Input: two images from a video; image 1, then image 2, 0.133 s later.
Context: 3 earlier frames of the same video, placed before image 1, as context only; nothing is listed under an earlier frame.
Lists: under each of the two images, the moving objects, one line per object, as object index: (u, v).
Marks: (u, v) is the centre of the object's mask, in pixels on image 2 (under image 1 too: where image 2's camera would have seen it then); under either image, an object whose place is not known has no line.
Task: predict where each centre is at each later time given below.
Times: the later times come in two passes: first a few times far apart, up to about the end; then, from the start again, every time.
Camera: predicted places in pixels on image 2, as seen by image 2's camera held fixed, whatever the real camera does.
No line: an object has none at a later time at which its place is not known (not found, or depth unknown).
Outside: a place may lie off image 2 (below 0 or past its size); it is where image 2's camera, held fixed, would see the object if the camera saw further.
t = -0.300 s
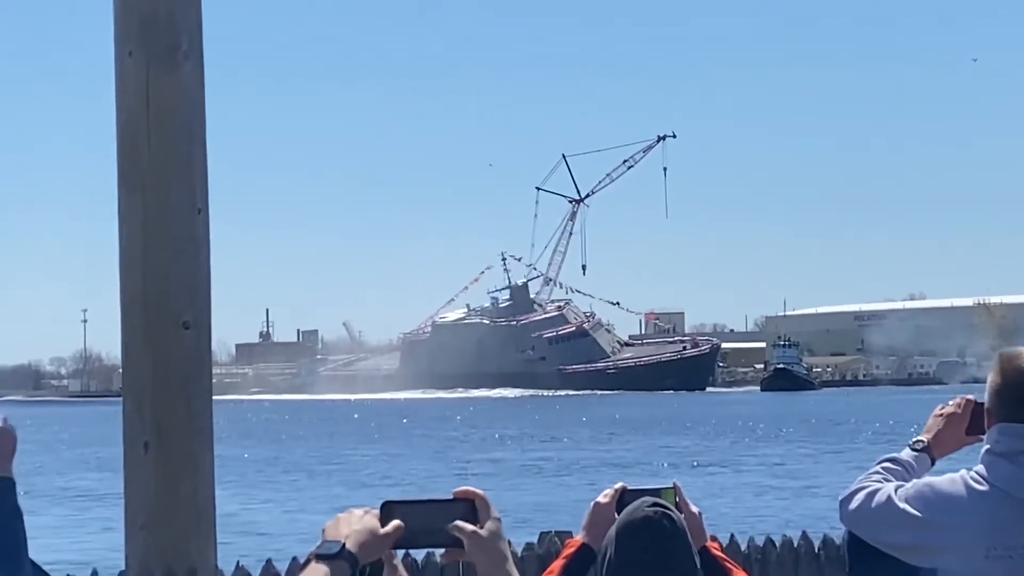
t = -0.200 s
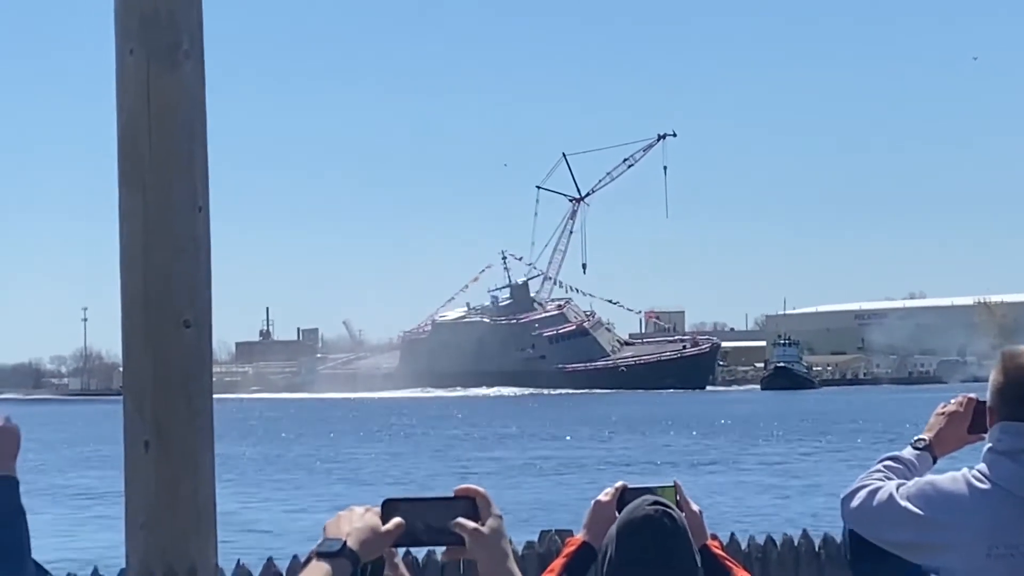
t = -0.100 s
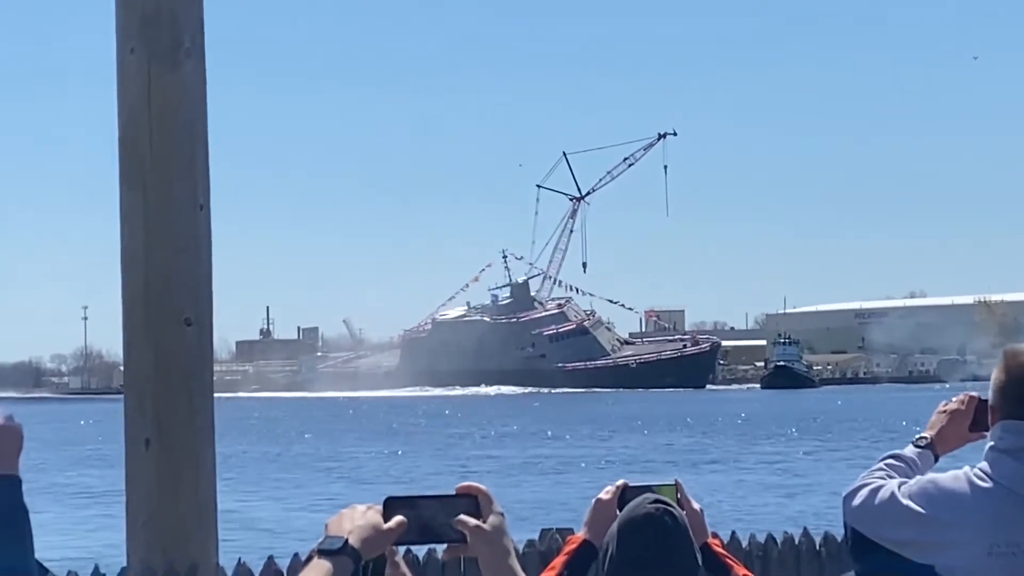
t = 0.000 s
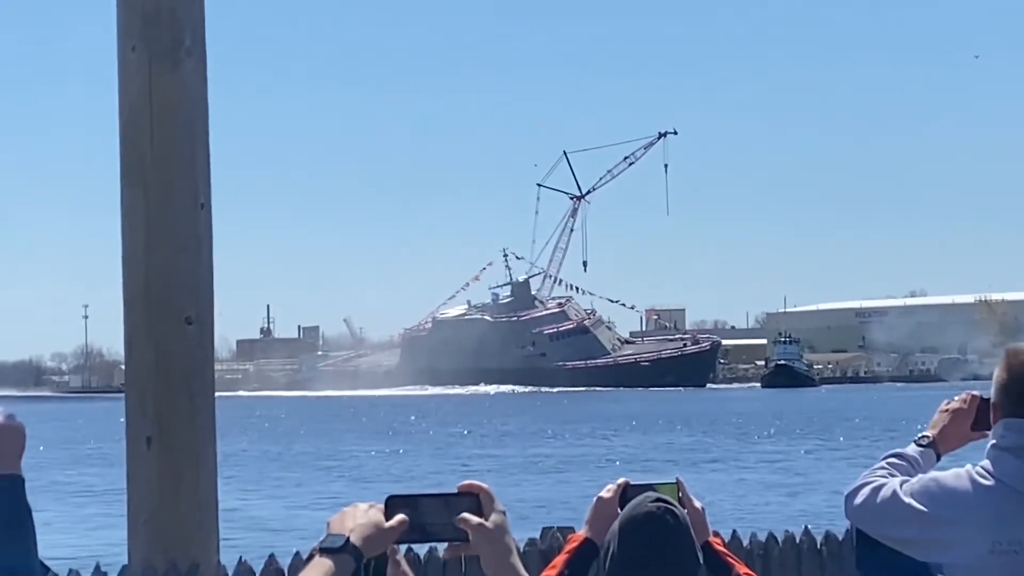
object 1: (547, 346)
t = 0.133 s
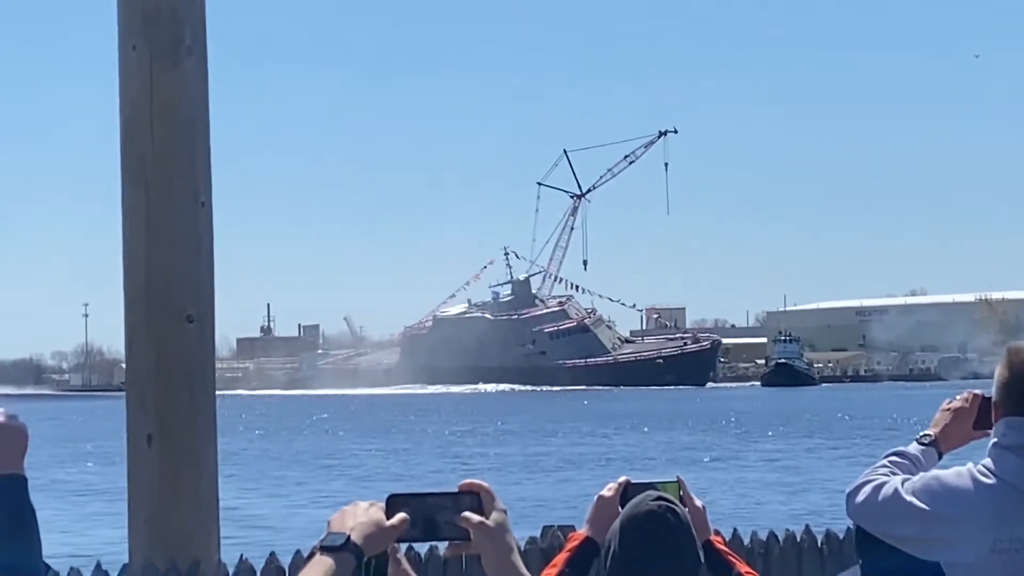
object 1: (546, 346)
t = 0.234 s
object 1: (546, 347)
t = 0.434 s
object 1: (545, 346)
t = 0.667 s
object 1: (544, 347)
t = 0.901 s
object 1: (543, 346)
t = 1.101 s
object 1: (543, 346)
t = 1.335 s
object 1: (542, 346)
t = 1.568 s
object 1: (543, 346)
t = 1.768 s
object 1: (541, 346)
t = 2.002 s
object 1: (541, 345)
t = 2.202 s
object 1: (540, 345)
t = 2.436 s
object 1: (541, 345)
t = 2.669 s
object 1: (541, 344)
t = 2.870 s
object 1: (541, 344)
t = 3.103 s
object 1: (540, 344)
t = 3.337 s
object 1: (539, 344)
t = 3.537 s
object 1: (539, 344)
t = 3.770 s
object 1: (537, 344)
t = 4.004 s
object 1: (536, 343)
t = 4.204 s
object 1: (533, 344)
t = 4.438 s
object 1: (532, 344)
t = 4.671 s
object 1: (532, 344)
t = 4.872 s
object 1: (532, 344)
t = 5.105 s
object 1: (533, 344)
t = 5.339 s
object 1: (531, 344)
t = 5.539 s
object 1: (530, 345)
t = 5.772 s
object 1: (529, 345)
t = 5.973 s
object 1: (507, 347)
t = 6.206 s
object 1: (507, 347)
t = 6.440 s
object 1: (504, 348)
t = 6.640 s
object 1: (503, 346)
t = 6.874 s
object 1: (502, 349)
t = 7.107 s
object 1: (500, 348)
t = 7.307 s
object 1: (499, 348)
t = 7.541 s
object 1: (498, 348)
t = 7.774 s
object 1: (497, 348)
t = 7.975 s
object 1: (495, 348)
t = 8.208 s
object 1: (494, 348)
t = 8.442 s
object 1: (493, 349)
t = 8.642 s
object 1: (493, 349)
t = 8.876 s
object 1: (491, 349)
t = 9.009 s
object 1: (491, 349)
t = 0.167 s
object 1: (546, 347)
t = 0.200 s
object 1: (546, 347)
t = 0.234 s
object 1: (546, 347)
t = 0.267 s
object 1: (545, 346)
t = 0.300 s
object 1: (545, 347)
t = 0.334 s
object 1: (545, 346)
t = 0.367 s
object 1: (545, 347)
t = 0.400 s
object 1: (544, 346)
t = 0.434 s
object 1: (545, 346)
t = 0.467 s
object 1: (545, 347)
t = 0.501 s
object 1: (545, 347)
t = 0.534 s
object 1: (544, 347)
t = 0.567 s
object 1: (544, 347)
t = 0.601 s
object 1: (544, 347)
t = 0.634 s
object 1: (544, 347)
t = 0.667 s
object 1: (544, 347)
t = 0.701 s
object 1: (544, 347)
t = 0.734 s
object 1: (544, 347)
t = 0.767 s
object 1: (544, 347)
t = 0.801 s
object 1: (544, 347)
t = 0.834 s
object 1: (544, 347)
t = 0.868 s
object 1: (544, 347)
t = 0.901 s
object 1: (543, 346)
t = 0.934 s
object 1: (543, 346)
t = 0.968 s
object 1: (544, 347)
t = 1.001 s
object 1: (544, 347)
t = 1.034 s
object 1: (544, 346)
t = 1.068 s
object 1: (543, 346)
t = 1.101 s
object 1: (543, 346)
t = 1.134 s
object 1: (543, 346)
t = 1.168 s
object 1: (543, 346)
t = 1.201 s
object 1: (542, 346)
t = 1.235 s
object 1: (542, 346)
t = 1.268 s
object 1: (542, 346)
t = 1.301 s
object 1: (542, 346)
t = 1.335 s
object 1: (542, 346)
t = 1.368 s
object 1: (542, 346)
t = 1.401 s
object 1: (541, 345)
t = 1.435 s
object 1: (541, 345)
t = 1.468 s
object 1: (541, 346)
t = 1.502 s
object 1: (541, 346)
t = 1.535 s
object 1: (541, 346)
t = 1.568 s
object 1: (543, 346)
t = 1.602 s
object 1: (542, 346)
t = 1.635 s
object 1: (542, 346)
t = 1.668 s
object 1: (541, 346)
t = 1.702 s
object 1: (541, 346)
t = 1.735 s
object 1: (541, 346)
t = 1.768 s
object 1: (541, 346)
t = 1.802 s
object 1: (541, 346)
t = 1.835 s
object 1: (541, 346)
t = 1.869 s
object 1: (541, 346)
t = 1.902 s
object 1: (541, 345)
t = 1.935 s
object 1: (540, 345)
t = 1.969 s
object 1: (541, 345)
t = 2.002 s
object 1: (541, 345)
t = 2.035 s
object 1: (541, 345)
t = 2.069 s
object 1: (540, 345)
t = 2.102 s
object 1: (540, 345)
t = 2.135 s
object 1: (540, 345)
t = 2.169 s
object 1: (540, 345)
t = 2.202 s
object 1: (540, 345)
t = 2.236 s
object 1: (540, 345)
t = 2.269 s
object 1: (540, 345)
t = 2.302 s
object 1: (540, 345)
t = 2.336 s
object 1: (540, 345)
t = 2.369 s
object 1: (540, 345)
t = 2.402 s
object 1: (541, 345)
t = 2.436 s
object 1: (541, 345)
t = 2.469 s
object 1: (542, 345)
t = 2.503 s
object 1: (542, 345)
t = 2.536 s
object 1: (542, 345)
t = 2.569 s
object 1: (542, 345)
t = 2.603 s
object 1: (541, 345)
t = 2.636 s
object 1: (541, 344)
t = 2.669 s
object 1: (541, 344)
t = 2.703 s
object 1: (541, 344)
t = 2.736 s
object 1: (541, 344)
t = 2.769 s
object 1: (541, 344)
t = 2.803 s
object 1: (541, 344)
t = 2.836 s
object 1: (541, 344)
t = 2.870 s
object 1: (541, 344)
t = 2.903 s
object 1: (540, 344)
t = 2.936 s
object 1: (541, 344)
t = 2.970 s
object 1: (541, 344)
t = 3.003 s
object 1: (540, 344)
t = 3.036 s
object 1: (540, 344)
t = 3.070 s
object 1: (540, 344)
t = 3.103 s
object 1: (540, 344)
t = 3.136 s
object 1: (540, 344)
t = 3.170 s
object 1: (540, 344)
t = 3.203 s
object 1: (541, 344)
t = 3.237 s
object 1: (539, 343)
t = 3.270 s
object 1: (539, 343)
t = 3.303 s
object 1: (539, 344)
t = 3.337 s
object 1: (539, 344)
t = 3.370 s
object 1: (539, 344)
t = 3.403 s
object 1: (539, 344)
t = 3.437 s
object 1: (538, 344)
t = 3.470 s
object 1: (538, 344)
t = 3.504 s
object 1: (538, 344)
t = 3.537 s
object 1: (539, 344)
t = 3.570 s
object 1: (538, 344)
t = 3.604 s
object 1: (539, 344)
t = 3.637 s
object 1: (539, 344)
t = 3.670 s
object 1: (538, 344)
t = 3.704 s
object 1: (538, 344)
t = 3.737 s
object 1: (538, 343)
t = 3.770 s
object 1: (537, 344)
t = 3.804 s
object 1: (537, 344)
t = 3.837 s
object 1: (537, 343)
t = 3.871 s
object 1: (537, 343)
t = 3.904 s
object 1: (537, 343)
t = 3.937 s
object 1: (537, 343)
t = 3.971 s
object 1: (536, 343)
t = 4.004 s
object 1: (536, 343)
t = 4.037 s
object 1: (535, 343)
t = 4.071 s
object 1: (535, 343)
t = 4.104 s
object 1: (534, 344)
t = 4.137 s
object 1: (534, 344)
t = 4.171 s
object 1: (534, 344)
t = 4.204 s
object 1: (533, 344)
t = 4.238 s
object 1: (533, 344)
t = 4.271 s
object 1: (533, 344)
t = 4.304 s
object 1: (533, 344)
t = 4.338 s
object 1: (533, 344)
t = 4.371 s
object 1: (533, 344)
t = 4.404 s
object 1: (532, 344)
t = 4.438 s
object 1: (532, 344)
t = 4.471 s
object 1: (532, 344)
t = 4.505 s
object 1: (532, 344)
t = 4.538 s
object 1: (533, 344)
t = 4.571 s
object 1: (532, 344)
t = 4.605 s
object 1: (532, 344)
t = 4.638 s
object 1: (532, 344)
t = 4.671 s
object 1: (532, 344)
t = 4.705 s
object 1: (532, 344)
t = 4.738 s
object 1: (533, 344)
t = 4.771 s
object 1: (533, 344)
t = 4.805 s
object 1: (532, 344)
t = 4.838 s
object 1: (532, 344)
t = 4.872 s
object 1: (532, 344)
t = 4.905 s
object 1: (532, 344)
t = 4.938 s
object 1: (532, 344)
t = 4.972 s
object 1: (532, 344)
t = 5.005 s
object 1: (532, 344)
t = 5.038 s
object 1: (532, 344)
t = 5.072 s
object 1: (532, 344)
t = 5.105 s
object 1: (533, 344)
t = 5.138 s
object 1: (533, 344)
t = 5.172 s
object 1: (533, 344)
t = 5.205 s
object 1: (531, 344)
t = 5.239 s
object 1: (531, 344)
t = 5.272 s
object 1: (531, 344)
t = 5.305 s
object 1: (531, 344)
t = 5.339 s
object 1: (531, 344)
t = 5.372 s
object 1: (531, 345)
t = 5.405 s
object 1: (531, 345)
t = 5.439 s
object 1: (531, 345)
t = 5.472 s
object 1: (530, 345)
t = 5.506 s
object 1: (530, 345)
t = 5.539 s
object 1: (530, 345)
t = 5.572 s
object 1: (530, 344)
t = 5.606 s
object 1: (529, 345)
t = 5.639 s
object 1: (529, 345)
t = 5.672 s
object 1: (529, 345)
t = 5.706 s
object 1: (529, 345)
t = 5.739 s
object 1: (529, 345)
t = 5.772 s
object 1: (529, 345)
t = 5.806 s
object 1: (529, 345)
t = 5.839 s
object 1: (527, 345)
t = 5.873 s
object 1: (527, 345)
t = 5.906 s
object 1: (533, 344)
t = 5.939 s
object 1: (507, 347)
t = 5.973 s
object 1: (507, 347)
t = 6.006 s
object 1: (507, 348)
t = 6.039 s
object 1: (507, 348)
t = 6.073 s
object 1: (507, 348)
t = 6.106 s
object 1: (507, 348)
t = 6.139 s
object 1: (507, 348)
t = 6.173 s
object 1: (507, 348)
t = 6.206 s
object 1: (507, 347)
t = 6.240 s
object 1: (507, 347)
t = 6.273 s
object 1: (506, 348)
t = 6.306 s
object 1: (506, 348)
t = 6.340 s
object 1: (505, 348)
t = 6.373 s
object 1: (505, 348)
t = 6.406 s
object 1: (504, 348)
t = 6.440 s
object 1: (504, 348)
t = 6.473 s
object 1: (504, 348)
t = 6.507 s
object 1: (504, 348)
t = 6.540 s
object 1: (504, 348)
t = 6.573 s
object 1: (503, 346)
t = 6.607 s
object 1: (503, 346)
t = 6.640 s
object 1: (503, 346)
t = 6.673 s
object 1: (503, 346)
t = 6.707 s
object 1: (503, 346)
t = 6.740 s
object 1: (503, 349)
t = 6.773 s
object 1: (502, 346)
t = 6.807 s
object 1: (502, 349)
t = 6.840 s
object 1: (502, 348)
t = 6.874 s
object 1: (502, 349)
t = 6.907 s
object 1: (502, 348)
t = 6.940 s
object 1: (502, 349)
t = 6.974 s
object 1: (501, 348)
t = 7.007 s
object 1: (501, 348)
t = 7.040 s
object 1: (501, 349)
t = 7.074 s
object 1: (501, 348)
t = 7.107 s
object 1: (500, 348)
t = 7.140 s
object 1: (500, 348)
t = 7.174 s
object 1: (500, 348)
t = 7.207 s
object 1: (500, 348)
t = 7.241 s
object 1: (499, 348)
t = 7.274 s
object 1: (499, 348)
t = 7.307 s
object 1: (499, 348)
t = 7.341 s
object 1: (499, 348)
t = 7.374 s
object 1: (499, 348)
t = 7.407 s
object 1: (498, 348)
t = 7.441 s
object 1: (498, 348)
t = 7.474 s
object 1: (498, 348)
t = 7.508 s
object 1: (498, 348)
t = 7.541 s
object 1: (498, 348)
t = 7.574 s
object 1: (498, 348)
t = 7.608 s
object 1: (498, 348)
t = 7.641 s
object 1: (497, 348)
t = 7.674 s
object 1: (497, 348)
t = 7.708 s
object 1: (497, 348)
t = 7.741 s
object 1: (497, 348)
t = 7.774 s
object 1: (497, 348)
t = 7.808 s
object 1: (496, 348)
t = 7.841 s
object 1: (497, 348)
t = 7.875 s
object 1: (496, 348)
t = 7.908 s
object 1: (495, 348)
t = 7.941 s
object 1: (495, 348)
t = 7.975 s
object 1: (495, 348)
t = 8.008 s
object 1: (495, 348)
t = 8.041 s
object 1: (495, 348)
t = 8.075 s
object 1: (495, 348)
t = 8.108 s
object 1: (495, 348)
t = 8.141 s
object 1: (494, 348)
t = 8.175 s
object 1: (494, 348)
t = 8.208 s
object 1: (494, 348)
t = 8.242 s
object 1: (494, 348)
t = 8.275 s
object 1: (494, 348)
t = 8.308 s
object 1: (494, 349)
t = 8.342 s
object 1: (494, 349)
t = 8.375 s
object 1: (494, 349)
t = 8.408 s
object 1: (494, 349)
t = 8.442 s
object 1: (493, 349)
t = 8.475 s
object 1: (493, 349)
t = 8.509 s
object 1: (493, 349)
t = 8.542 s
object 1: (493, 349)
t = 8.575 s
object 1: (493, 349)
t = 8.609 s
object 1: (493, 349)
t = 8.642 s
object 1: (493, 349)
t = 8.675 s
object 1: (493, 349)
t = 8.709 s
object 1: (492, 349)
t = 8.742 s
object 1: (492, 349)
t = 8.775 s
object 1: (492, 349)
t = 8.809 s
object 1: (492, 349)
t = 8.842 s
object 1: (491, 349)
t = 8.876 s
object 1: (491, 349)
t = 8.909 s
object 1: (491, 349)
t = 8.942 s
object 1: (491, 349)
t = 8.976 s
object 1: (491, 349)
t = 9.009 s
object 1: (491, 349)
